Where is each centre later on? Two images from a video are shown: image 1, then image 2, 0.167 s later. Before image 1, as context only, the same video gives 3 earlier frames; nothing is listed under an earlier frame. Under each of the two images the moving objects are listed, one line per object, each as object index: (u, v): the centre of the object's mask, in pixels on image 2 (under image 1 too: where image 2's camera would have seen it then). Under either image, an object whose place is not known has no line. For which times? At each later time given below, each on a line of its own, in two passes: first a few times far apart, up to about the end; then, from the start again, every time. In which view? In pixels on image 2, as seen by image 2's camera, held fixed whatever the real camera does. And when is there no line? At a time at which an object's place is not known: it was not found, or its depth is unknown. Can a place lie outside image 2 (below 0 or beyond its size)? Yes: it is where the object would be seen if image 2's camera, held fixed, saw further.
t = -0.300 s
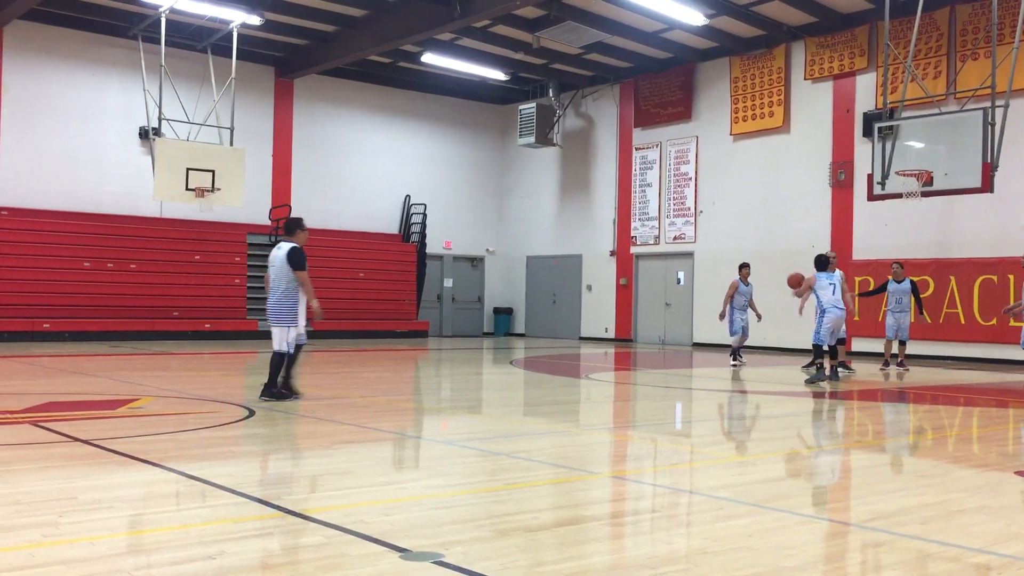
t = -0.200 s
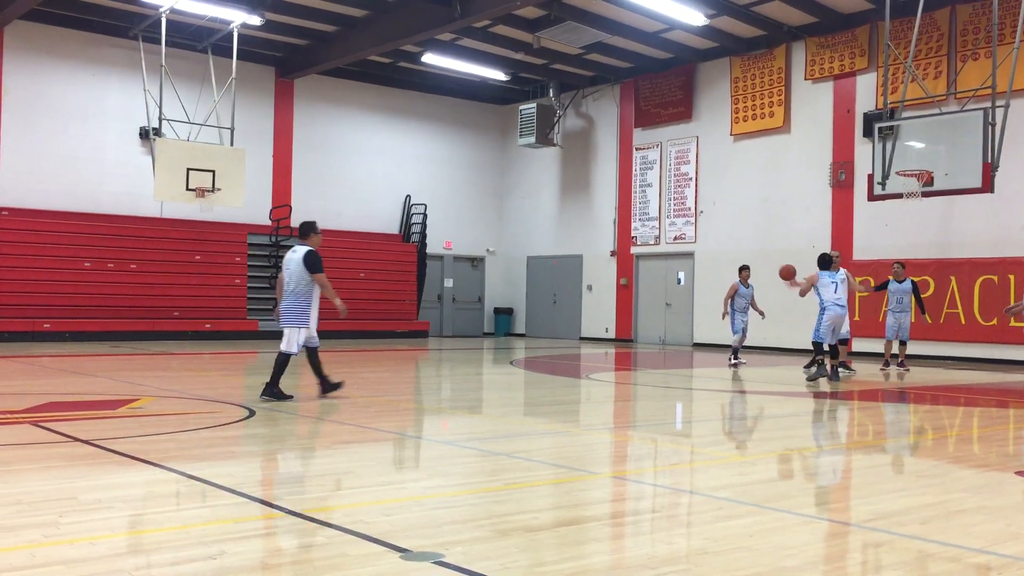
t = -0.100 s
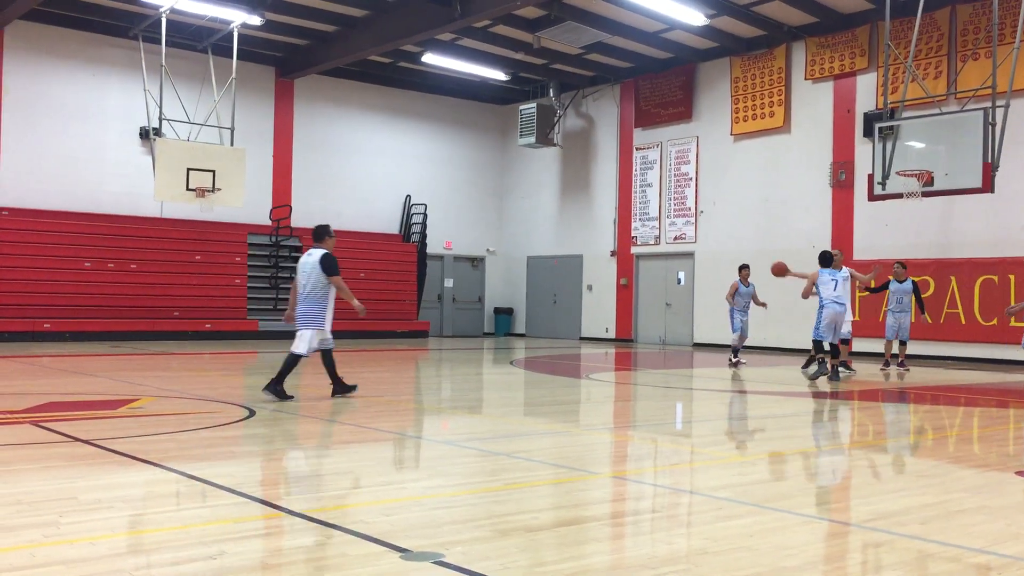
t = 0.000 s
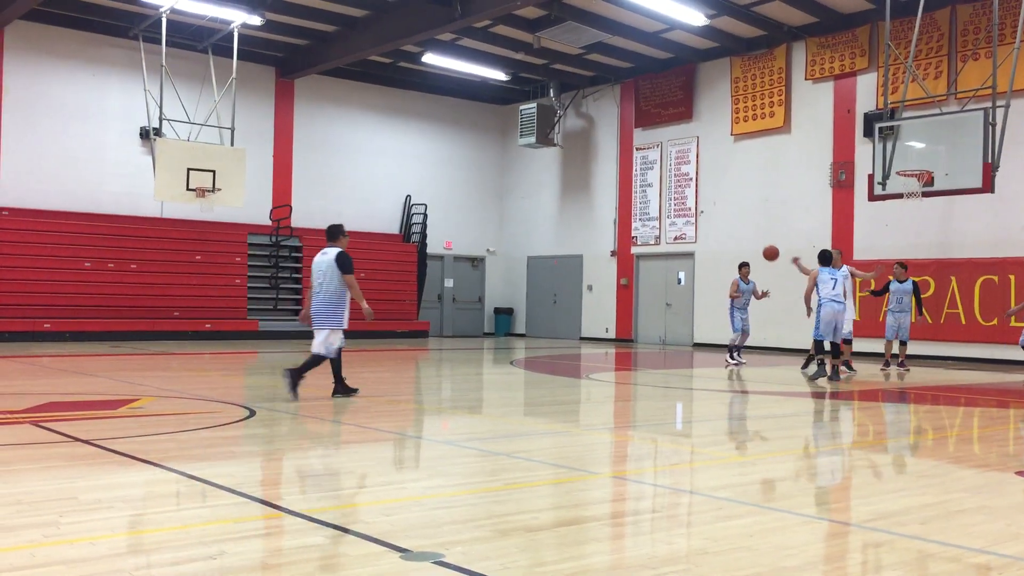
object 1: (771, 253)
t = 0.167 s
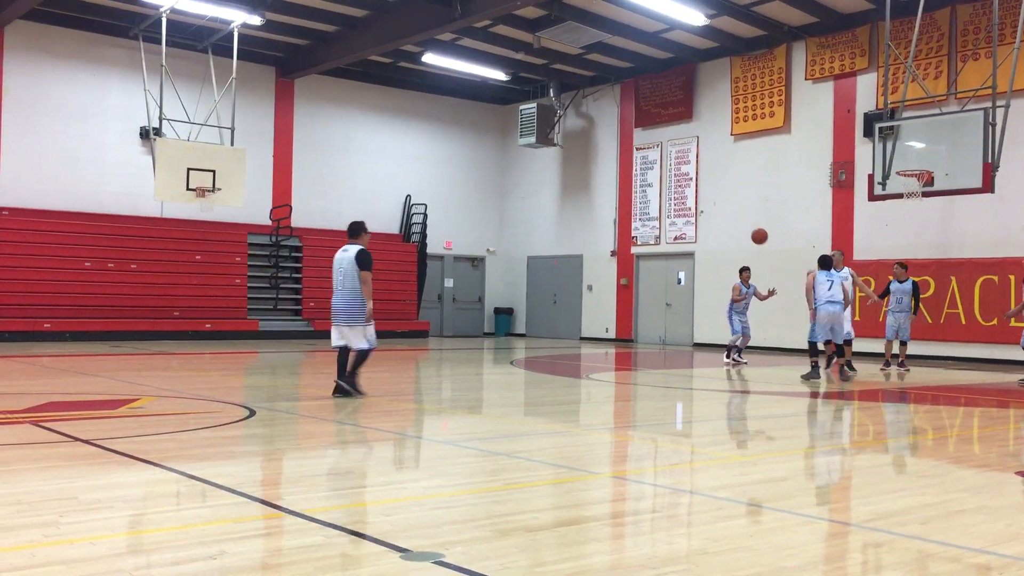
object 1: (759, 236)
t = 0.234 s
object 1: (755, 234)
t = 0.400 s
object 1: (742, 242)
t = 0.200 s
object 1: (757, 234)
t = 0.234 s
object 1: (755, 234)
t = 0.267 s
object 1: (752, 234)
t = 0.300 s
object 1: (750, 235)
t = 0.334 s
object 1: (747, 237)
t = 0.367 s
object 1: (745, 239)
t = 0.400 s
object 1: (742, 242)
